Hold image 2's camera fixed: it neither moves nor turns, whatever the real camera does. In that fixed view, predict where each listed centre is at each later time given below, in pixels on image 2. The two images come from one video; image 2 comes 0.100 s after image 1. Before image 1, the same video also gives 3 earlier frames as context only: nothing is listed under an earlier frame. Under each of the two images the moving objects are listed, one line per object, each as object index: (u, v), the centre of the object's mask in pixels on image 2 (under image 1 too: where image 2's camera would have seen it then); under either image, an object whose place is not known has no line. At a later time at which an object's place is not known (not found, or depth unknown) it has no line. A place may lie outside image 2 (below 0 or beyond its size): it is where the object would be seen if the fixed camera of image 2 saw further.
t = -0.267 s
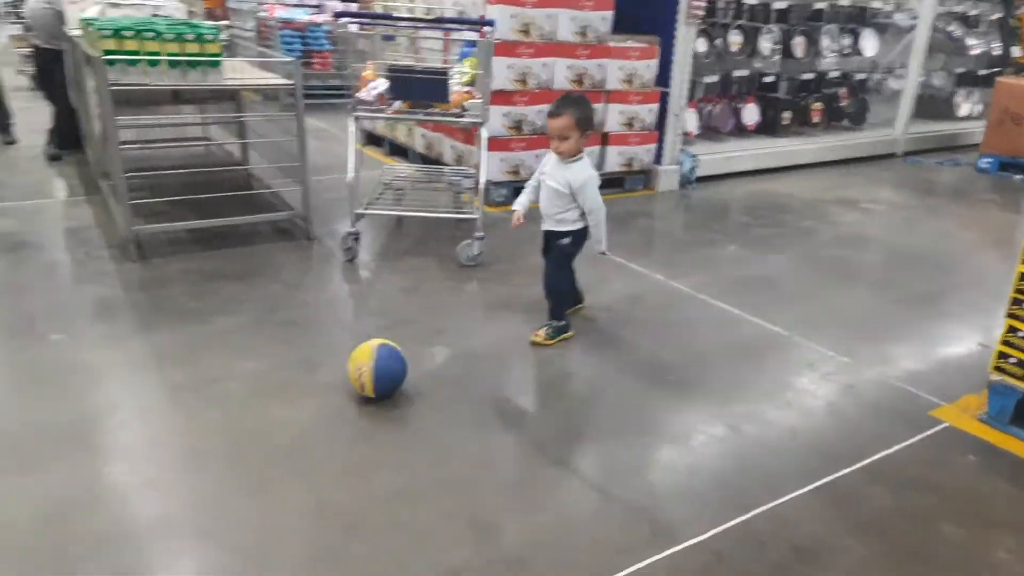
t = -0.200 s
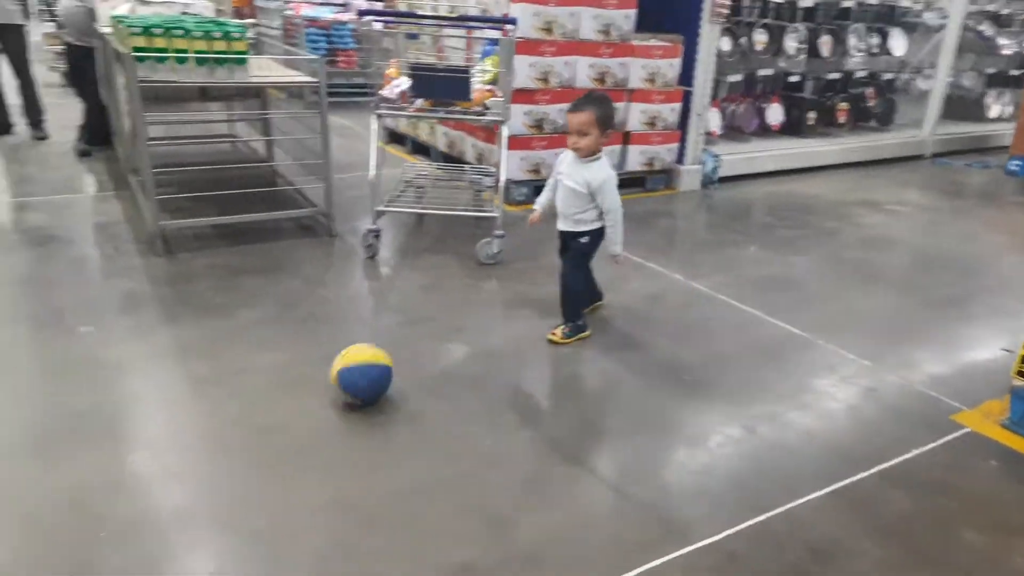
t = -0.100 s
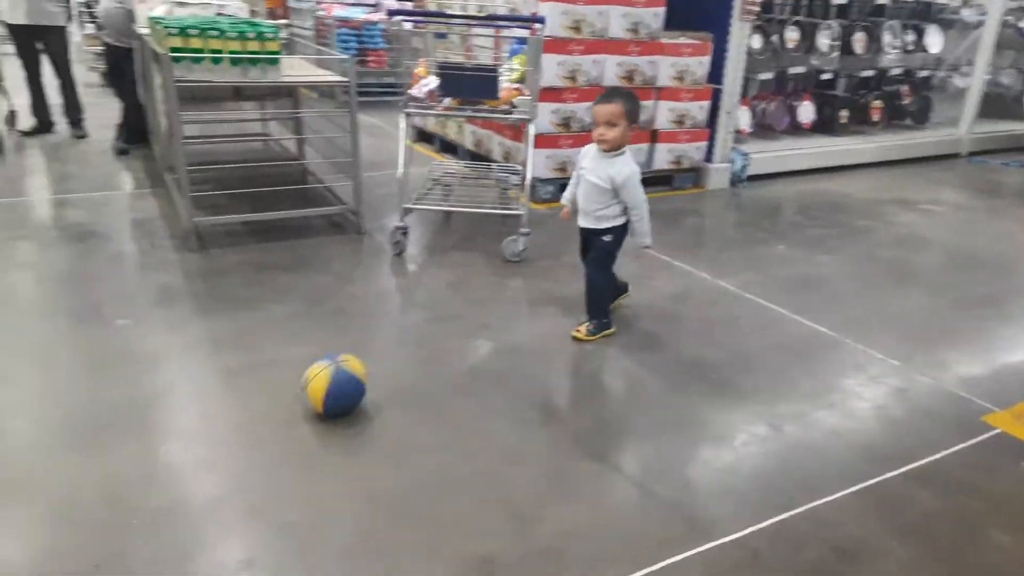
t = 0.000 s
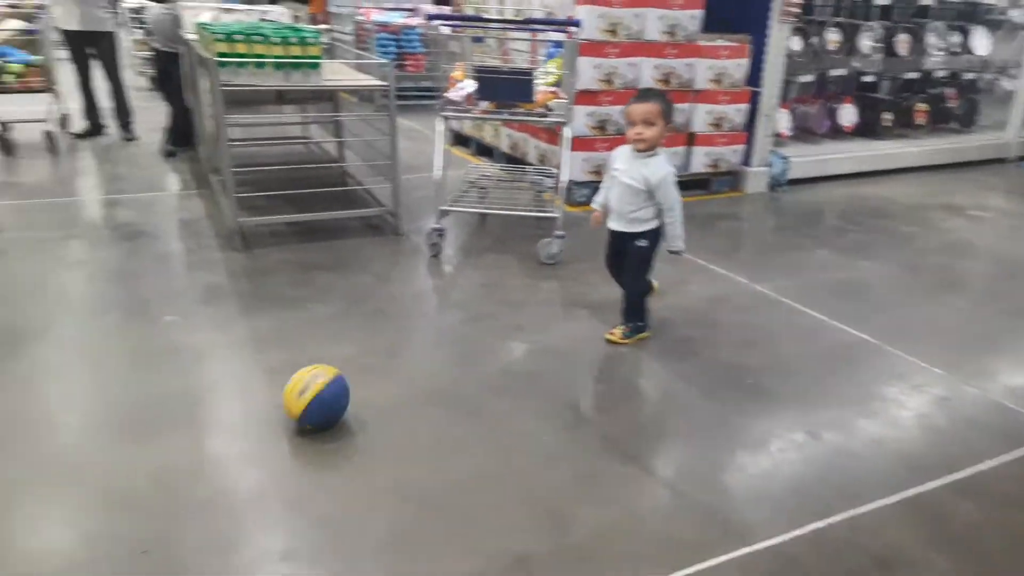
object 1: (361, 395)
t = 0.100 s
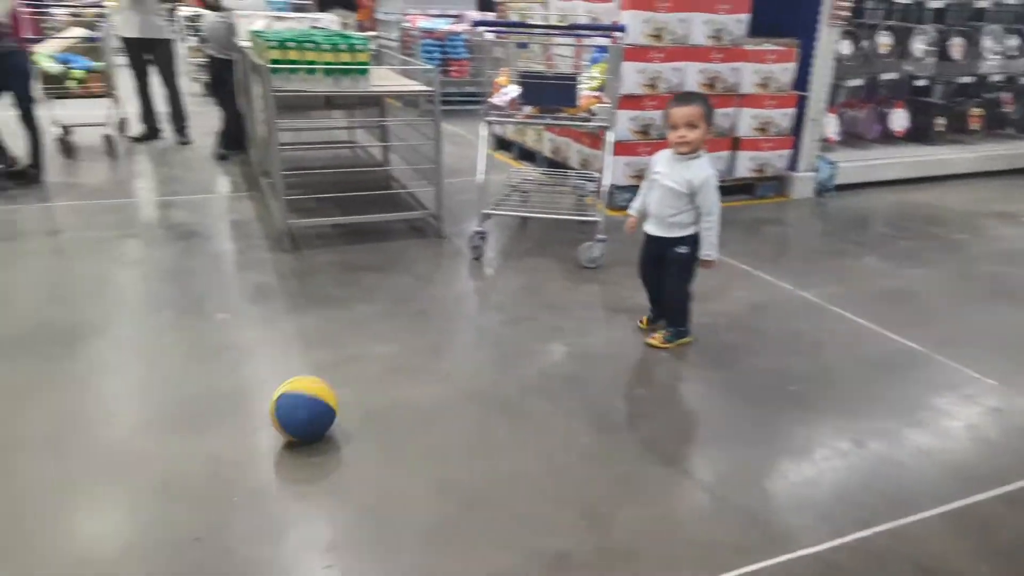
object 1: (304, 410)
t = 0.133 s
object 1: (284, 416)
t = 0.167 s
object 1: (264, 421)
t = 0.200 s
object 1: (243, 426)
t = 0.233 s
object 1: (220, 432)
